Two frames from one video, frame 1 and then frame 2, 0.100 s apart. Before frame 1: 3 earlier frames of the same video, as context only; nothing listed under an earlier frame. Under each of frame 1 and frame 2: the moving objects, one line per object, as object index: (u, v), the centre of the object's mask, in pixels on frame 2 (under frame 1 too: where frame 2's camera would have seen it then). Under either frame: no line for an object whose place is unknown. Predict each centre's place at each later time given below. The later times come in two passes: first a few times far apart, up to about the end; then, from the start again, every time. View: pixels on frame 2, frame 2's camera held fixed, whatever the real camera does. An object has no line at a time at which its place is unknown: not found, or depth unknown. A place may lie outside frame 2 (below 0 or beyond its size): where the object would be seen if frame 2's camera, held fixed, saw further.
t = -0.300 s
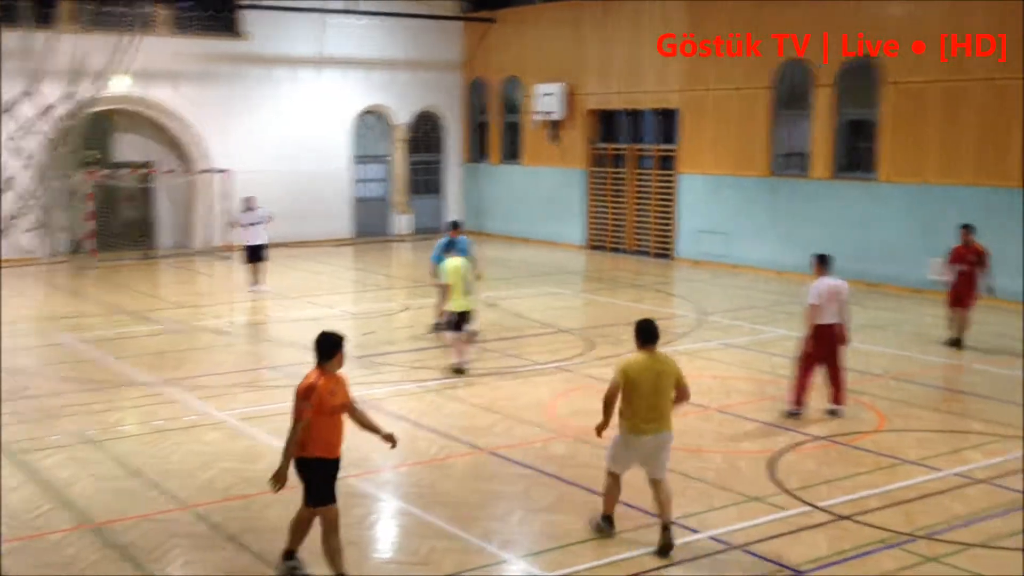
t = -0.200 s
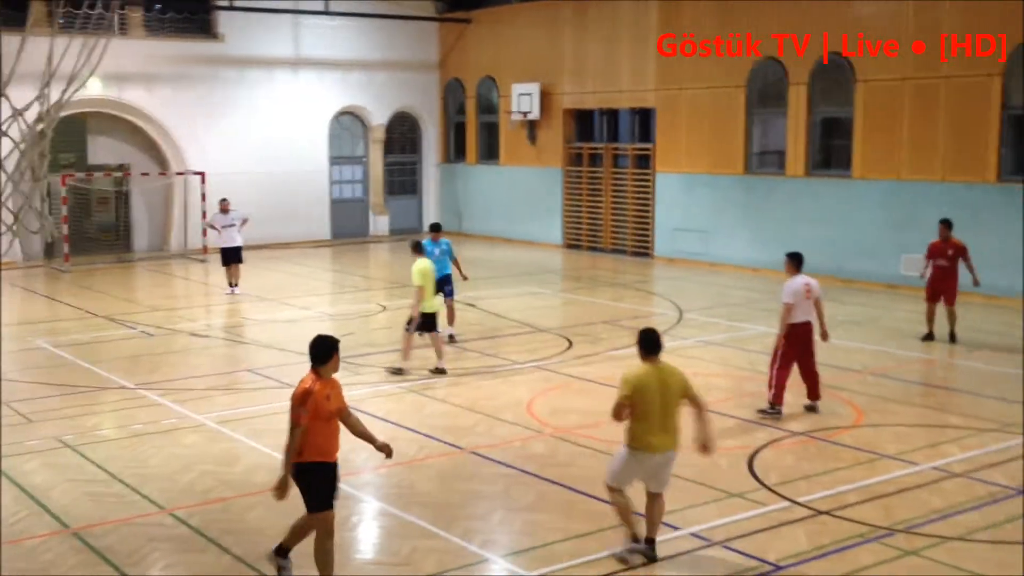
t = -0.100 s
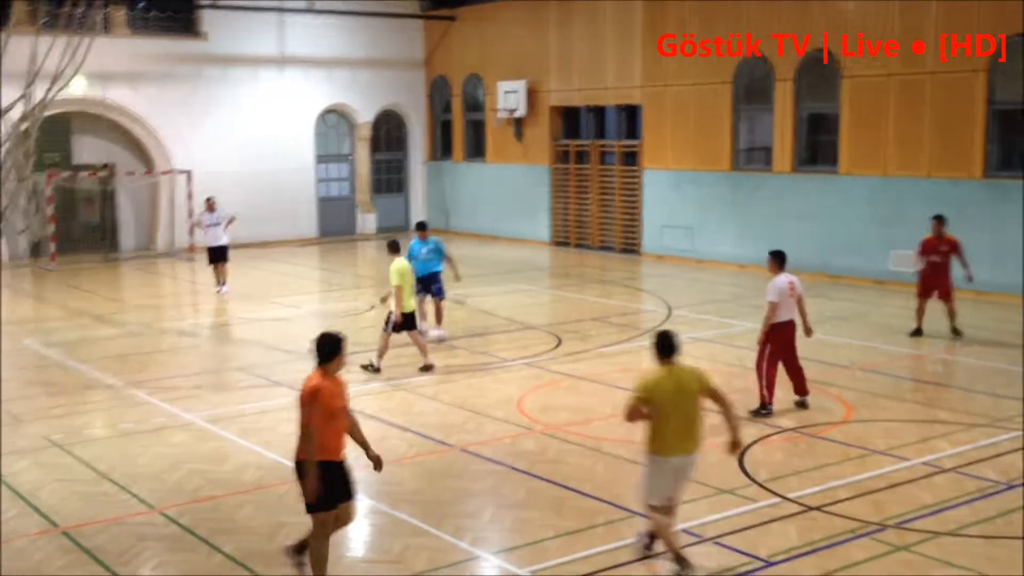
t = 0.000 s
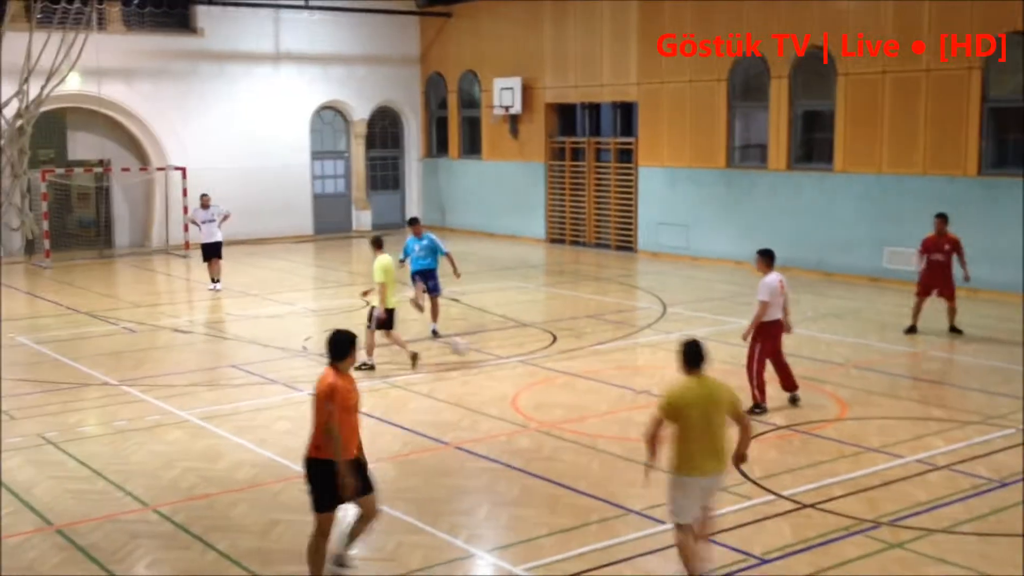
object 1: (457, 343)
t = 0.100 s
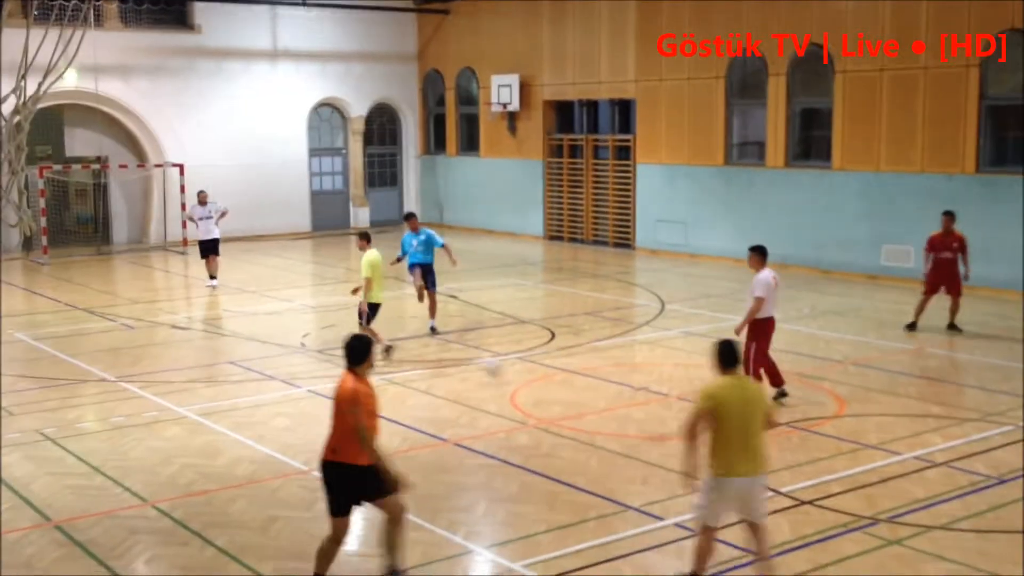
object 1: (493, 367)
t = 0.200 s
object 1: (534, 397)
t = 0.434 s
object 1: (645, 451)
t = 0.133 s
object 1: (504, 377)
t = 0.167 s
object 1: (519, 390)
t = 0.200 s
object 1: (534, 397)
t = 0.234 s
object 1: (548, 400)
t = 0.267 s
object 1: (561, 405)
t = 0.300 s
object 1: (576, 411)
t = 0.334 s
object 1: (594, 421)
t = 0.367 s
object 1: (611, 431)
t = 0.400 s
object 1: (628, 446)
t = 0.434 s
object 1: (645, 451)
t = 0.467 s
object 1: (663, 455)
